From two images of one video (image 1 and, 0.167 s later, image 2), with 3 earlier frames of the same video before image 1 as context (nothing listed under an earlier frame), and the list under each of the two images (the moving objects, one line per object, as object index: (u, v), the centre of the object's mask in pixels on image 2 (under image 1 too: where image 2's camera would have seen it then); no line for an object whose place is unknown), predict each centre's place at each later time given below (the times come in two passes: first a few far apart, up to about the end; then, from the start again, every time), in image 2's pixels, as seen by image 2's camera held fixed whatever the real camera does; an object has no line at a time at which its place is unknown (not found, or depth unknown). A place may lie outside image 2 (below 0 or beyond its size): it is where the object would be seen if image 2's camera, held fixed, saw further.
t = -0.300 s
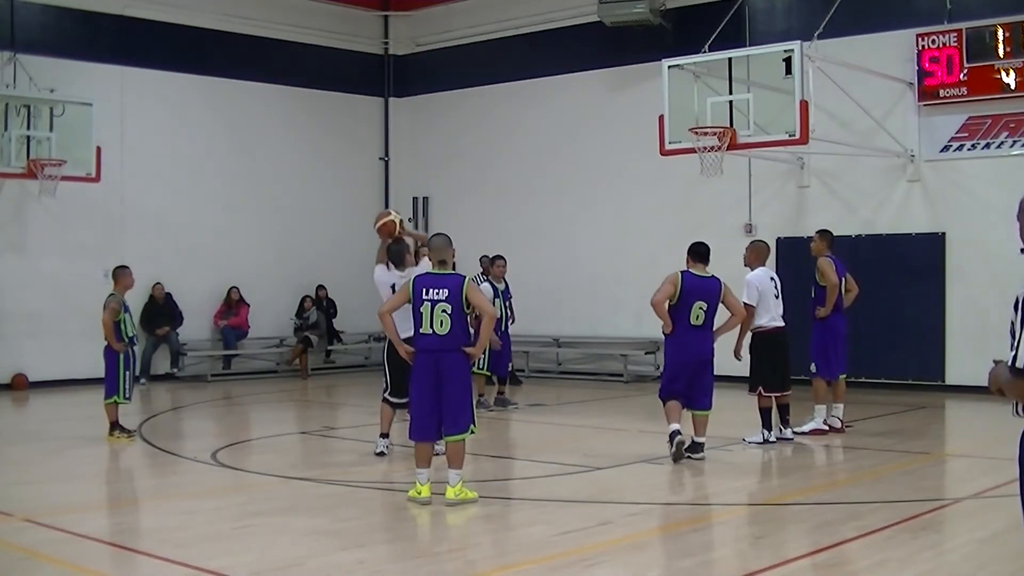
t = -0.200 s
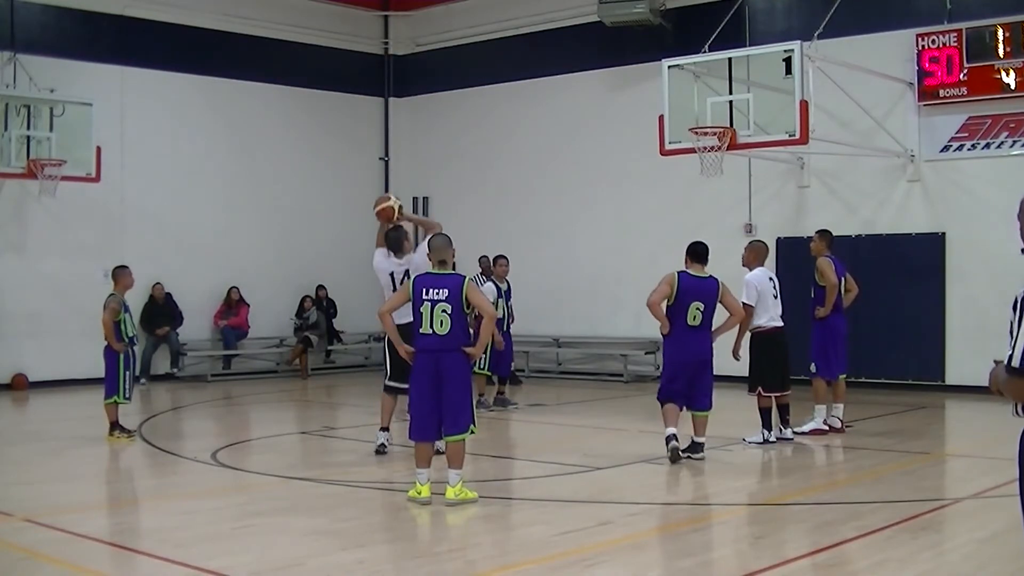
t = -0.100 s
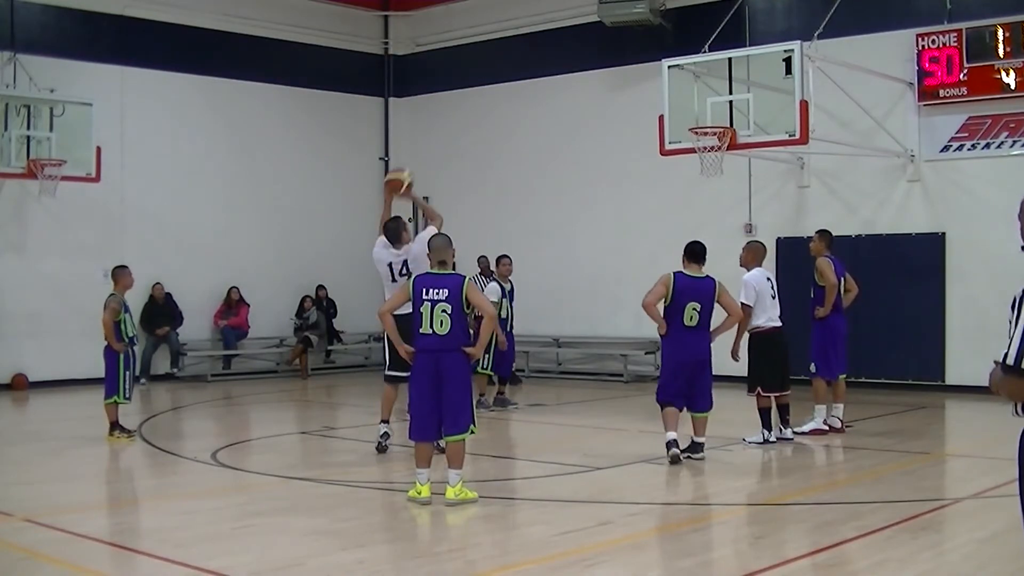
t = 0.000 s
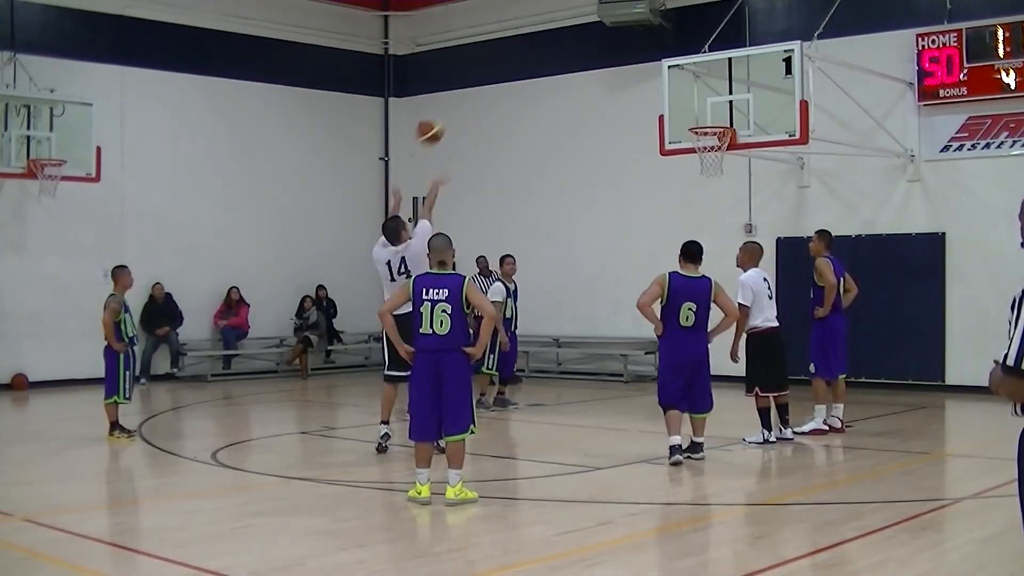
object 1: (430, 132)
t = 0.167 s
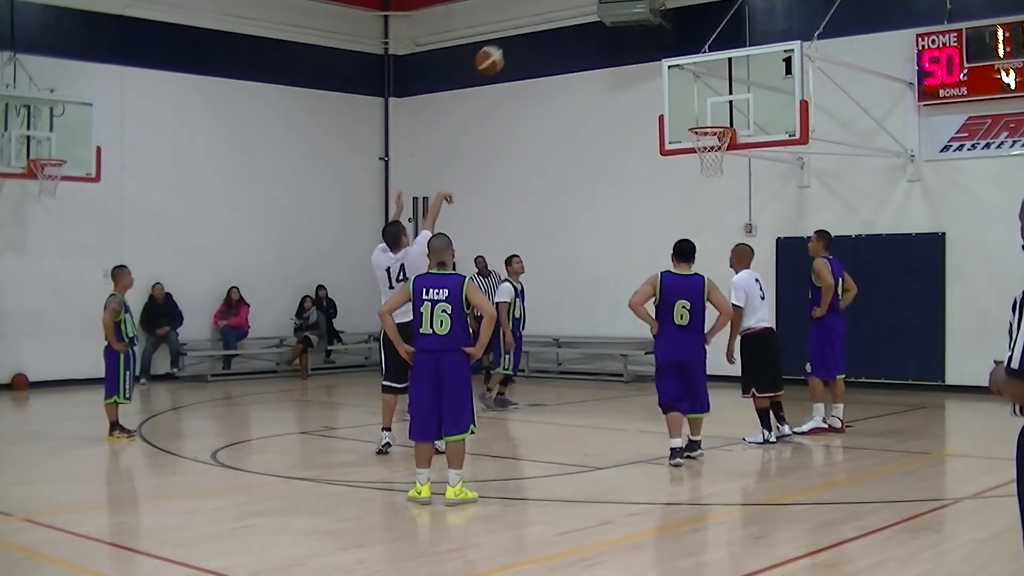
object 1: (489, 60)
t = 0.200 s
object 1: (501, 51)
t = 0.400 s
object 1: (562, 19)
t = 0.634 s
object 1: (624, 32)
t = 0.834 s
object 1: (671, 81)
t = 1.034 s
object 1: (714, 140)
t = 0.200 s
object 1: (501, 51)
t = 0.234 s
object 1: (511, 43)
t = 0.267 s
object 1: (522, 36)
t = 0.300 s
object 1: (532, 30)
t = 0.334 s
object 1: (542, 25)
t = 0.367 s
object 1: (552, 22)
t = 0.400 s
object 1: (562, 19)
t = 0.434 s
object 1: (571, 18)
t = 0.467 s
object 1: (581, 18)
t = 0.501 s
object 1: (589, 19)
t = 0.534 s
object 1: (599, 21)
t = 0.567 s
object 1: (607, 24)
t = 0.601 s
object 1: (616, 28)
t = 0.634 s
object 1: (624, 32)
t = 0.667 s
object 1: (633, 38)
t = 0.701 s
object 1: (640, 45)
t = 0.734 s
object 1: (648, 52)
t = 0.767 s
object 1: (656, 60)
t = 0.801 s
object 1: (664, 70)
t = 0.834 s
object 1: (671, 81)
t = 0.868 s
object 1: (680, 92)
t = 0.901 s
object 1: (686, 104)
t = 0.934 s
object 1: (694, 117)
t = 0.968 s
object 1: (700, 126)
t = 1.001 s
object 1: (707, 134)
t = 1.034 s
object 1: (714, 140)
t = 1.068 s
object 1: (723, 148)
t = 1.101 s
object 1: (727, 145)
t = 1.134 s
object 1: (729, 145)
